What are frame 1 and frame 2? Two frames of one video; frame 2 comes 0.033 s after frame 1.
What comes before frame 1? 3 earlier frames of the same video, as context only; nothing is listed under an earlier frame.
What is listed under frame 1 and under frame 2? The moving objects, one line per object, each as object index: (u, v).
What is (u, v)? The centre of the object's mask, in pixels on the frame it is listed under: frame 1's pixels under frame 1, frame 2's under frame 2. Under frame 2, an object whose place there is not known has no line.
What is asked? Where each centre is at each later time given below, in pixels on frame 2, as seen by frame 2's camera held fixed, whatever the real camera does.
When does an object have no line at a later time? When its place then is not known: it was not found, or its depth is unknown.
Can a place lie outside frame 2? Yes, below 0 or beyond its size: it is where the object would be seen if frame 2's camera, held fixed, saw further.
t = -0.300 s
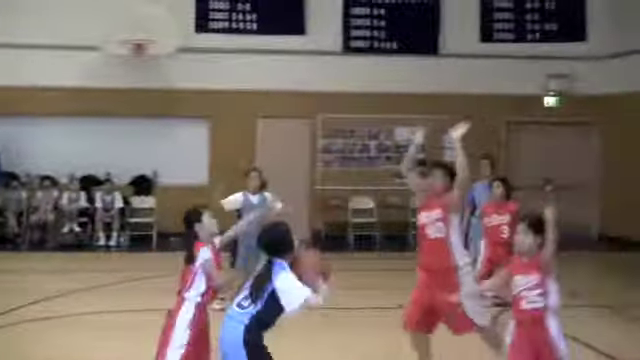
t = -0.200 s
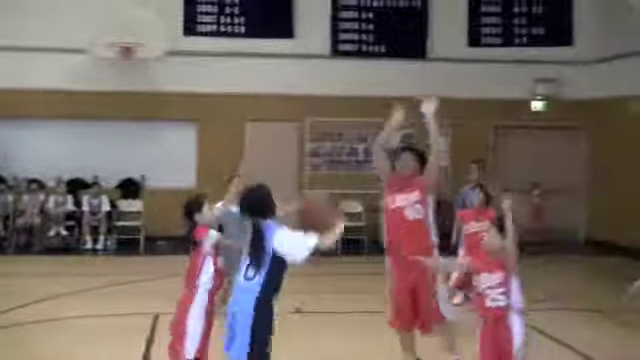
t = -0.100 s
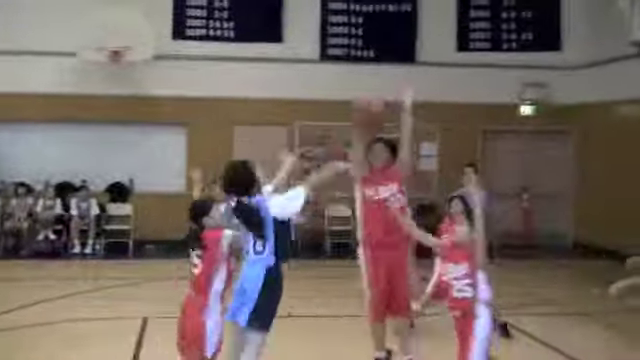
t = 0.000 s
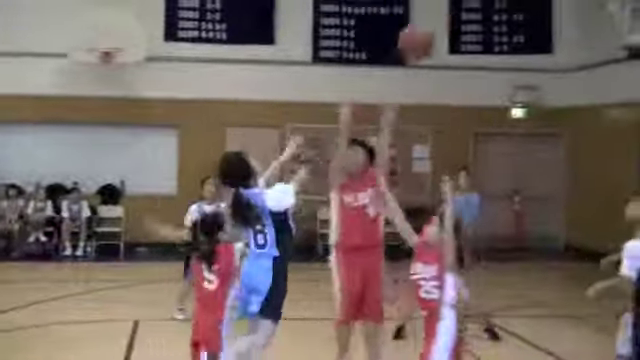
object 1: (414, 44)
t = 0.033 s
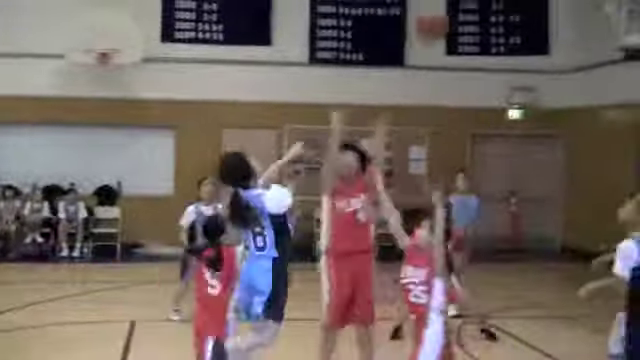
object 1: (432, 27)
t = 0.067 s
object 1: (449, 12)
